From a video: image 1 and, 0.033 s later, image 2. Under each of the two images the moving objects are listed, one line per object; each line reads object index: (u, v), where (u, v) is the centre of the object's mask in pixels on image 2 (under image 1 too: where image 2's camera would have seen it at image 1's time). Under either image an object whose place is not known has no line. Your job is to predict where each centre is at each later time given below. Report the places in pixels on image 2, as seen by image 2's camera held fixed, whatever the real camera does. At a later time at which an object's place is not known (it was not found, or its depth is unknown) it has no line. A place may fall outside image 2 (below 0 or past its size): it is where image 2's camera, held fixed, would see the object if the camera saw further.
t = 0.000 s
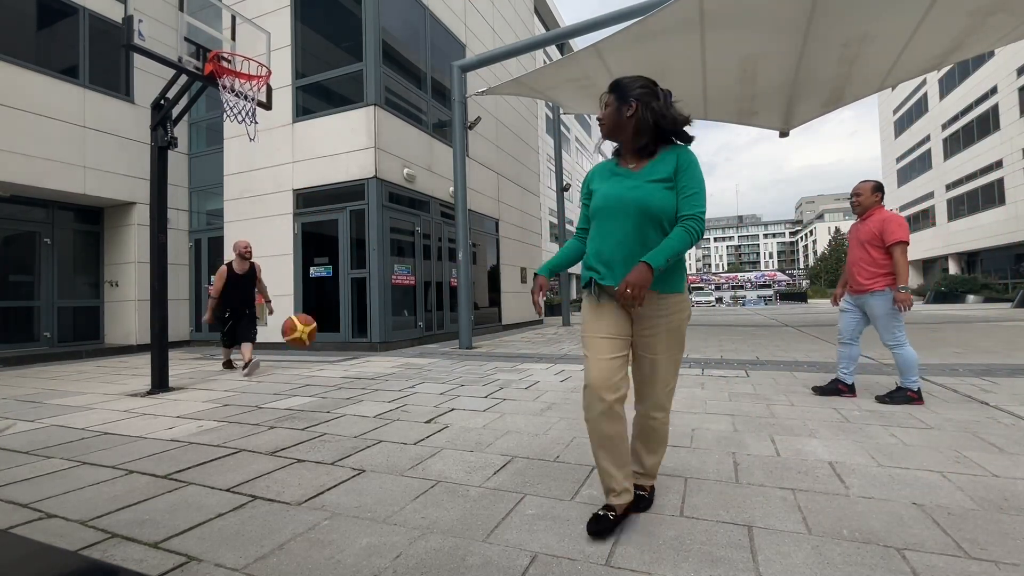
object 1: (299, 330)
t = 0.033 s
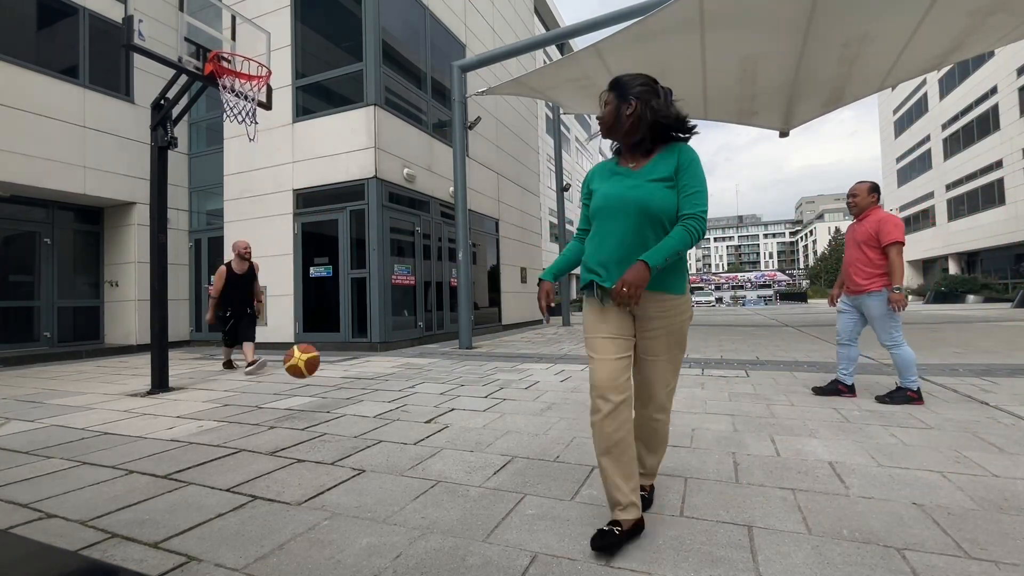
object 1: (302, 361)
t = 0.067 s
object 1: (304, 395)
